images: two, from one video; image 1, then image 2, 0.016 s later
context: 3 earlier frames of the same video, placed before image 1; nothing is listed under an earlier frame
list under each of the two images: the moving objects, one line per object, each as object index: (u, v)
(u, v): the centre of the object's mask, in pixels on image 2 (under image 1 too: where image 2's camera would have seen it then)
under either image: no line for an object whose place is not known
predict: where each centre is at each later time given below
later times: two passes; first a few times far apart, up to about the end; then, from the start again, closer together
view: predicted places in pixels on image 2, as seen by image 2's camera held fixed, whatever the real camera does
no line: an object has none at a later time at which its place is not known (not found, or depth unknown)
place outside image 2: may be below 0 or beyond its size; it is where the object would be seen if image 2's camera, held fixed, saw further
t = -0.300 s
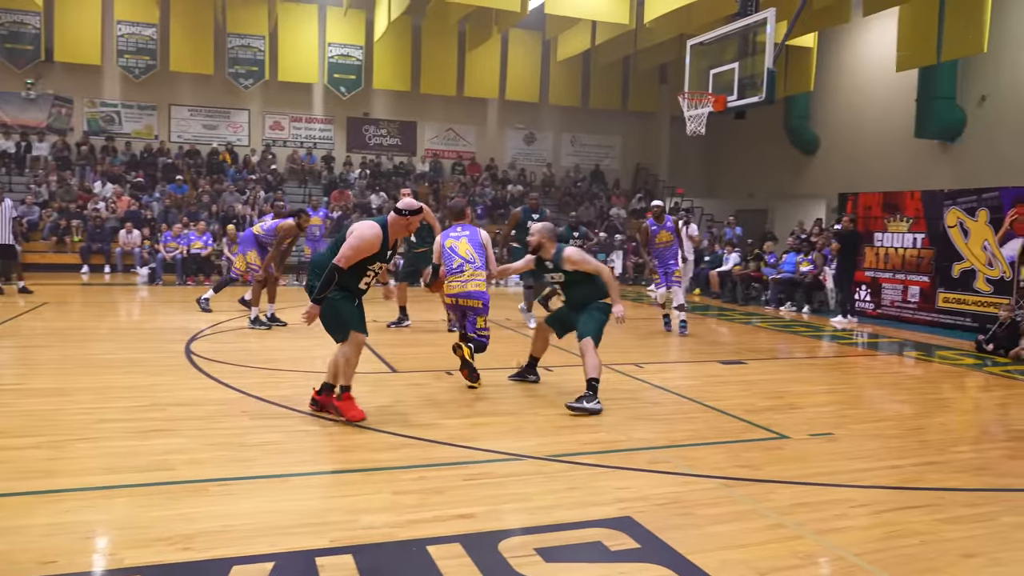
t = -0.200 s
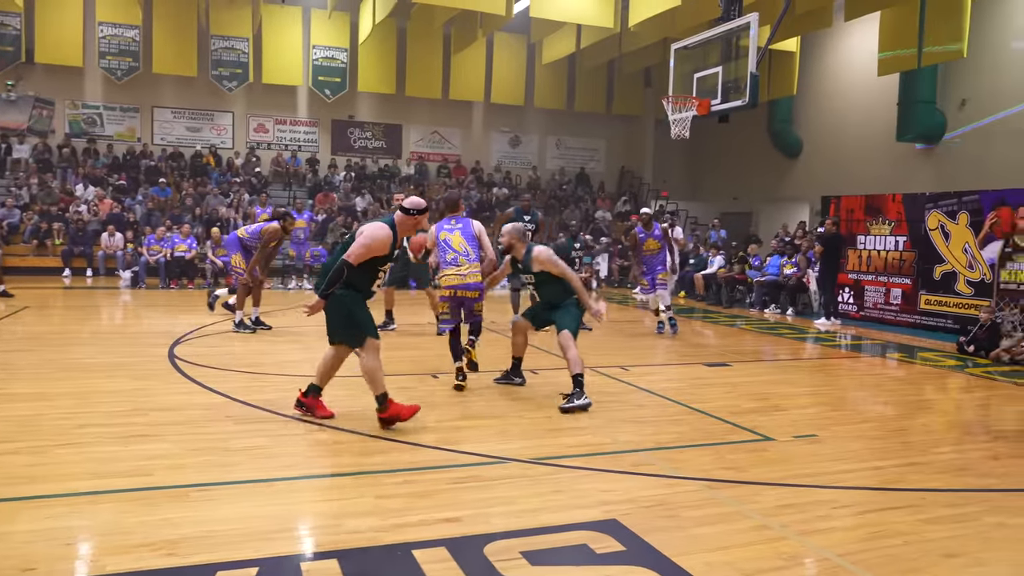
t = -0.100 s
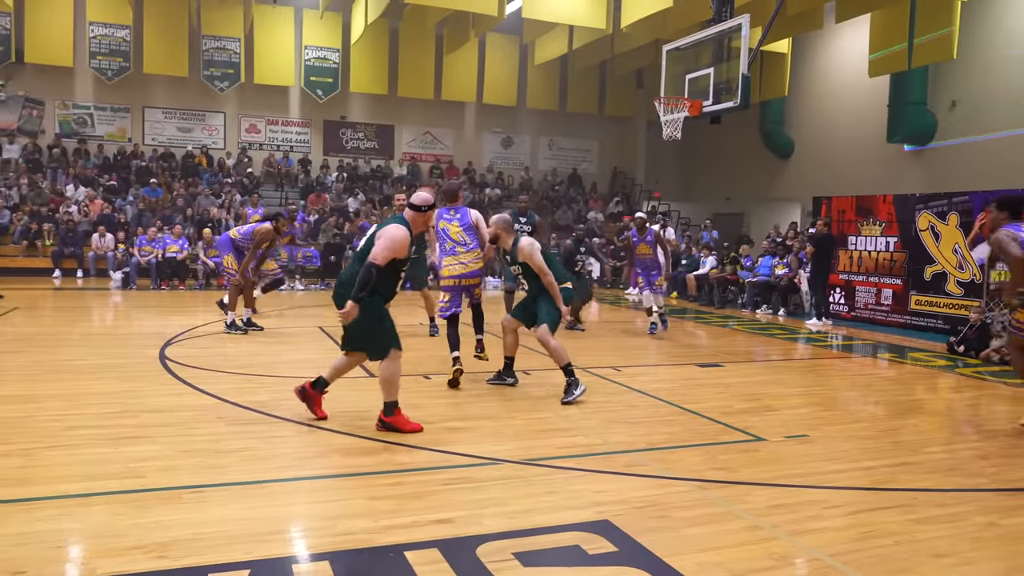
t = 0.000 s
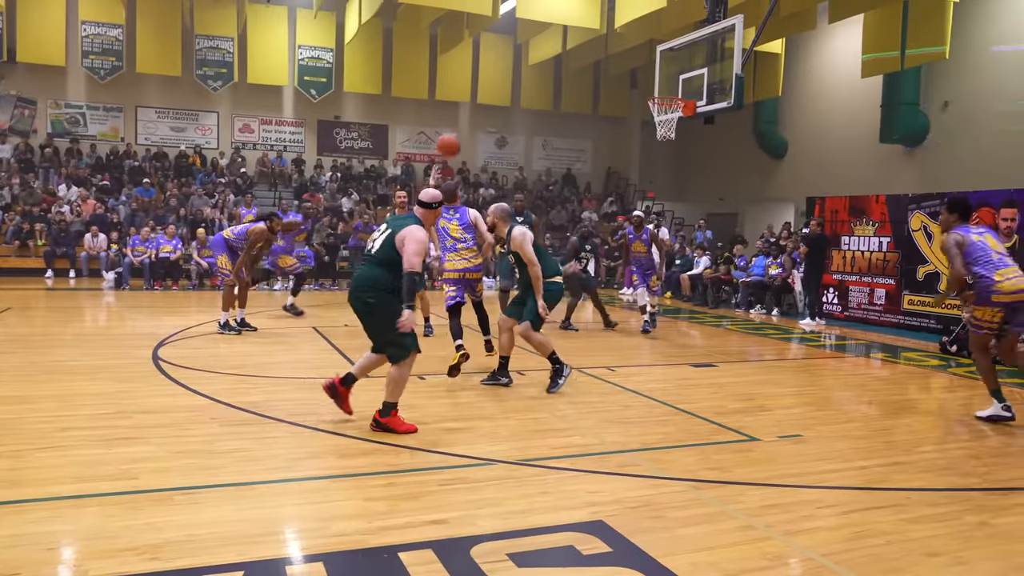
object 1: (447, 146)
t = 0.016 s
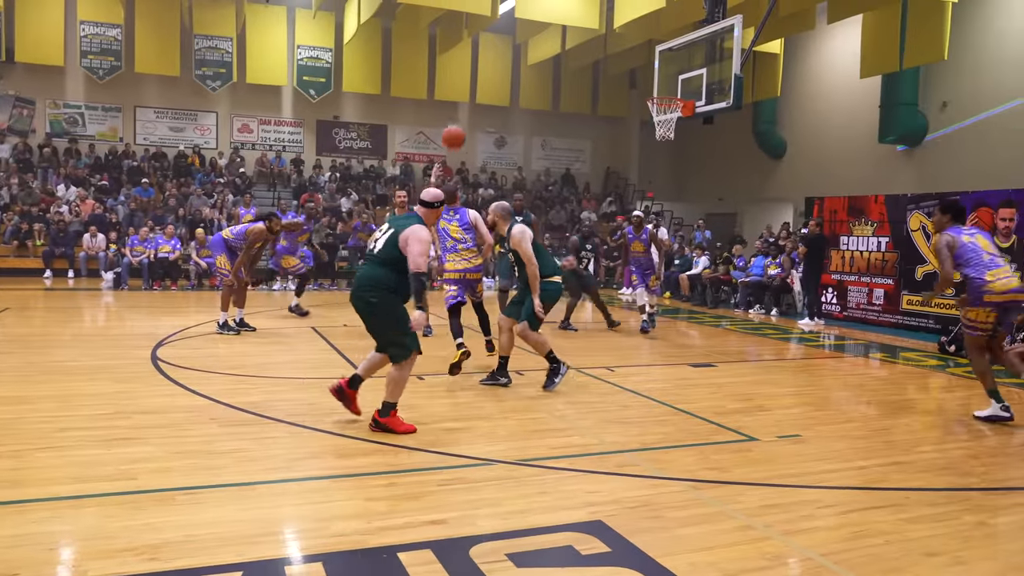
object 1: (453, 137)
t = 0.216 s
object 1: (518, 63)
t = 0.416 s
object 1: (574, 32)
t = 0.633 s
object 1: (627, 40)
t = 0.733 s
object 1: (648, 57)
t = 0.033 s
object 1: (459, 128)
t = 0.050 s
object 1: (464, 121)
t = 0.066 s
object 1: (470, 114)
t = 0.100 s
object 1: (481, 101)
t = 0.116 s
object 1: (486, 95)
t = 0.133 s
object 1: (491, 88)
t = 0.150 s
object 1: (497, 83)
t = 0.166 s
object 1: (501, 79)
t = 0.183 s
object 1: (508, 72)
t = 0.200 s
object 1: (513, 67)
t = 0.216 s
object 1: (518, 63)
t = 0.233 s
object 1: (523, 59)
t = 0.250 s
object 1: (528, 55)
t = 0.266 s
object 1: (532, 51)
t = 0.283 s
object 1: (537, 48)
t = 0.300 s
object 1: (542, 45)
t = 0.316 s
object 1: (547, 42)
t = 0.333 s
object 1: (551, 40)
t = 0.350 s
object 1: (556, 37)
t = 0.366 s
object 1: (561, 37)
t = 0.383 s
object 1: (565, 35)
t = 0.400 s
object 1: (569, 34)
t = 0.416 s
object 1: (574, 32)
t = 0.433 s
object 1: (578, 31)
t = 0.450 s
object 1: (583, 31)
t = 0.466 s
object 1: (587, 30)
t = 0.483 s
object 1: (591, 30)
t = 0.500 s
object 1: (595, 30)
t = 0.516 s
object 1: (599, 31)
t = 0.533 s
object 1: (603, 31)
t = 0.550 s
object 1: (607, 32)
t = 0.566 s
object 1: (611, 34)
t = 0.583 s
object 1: (614, 35)
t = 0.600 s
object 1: (619, 37)
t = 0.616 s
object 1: (622, 38)
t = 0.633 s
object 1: (627, 40)
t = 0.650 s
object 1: (629, 43)
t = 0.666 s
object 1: (634, 45)
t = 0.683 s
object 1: (637, 48)
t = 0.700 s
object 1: (640, 51)
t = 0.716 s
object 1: (644, 54)
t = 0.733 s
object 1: (648, 57)
